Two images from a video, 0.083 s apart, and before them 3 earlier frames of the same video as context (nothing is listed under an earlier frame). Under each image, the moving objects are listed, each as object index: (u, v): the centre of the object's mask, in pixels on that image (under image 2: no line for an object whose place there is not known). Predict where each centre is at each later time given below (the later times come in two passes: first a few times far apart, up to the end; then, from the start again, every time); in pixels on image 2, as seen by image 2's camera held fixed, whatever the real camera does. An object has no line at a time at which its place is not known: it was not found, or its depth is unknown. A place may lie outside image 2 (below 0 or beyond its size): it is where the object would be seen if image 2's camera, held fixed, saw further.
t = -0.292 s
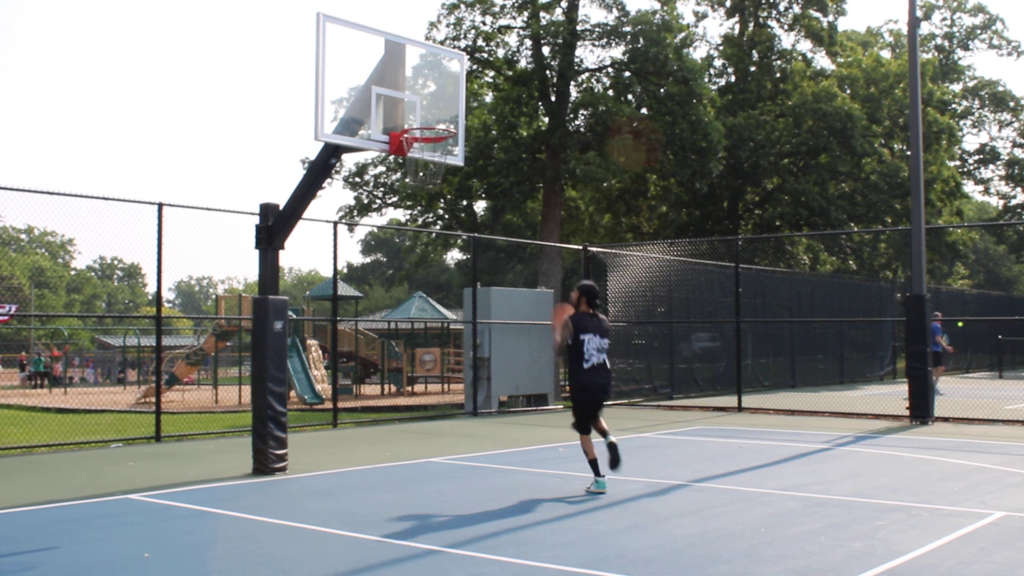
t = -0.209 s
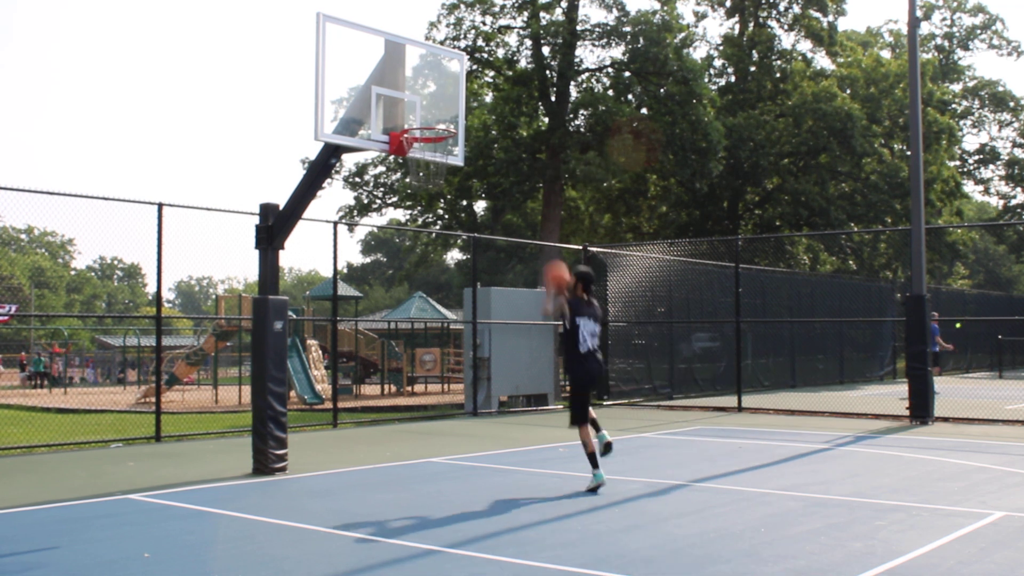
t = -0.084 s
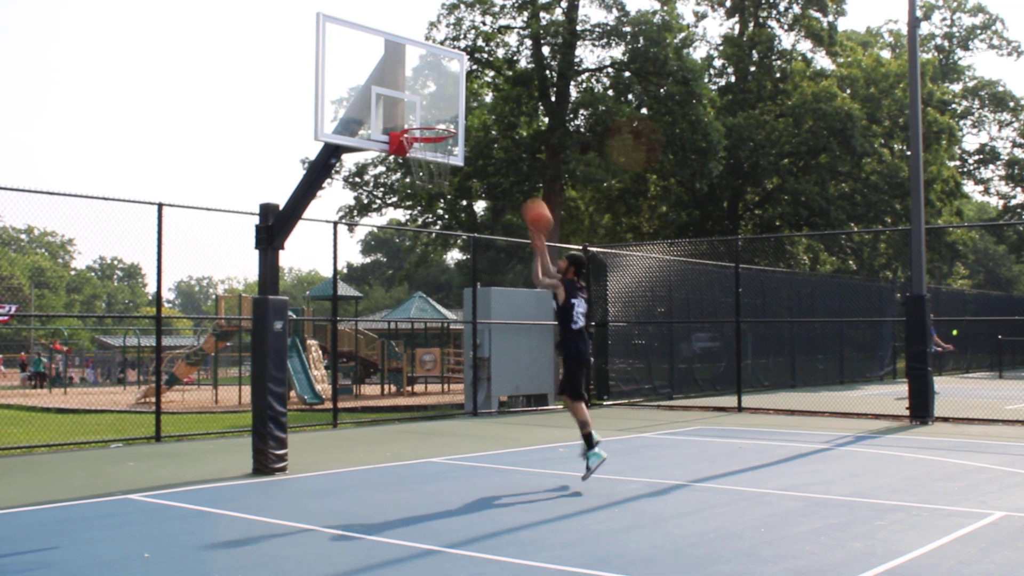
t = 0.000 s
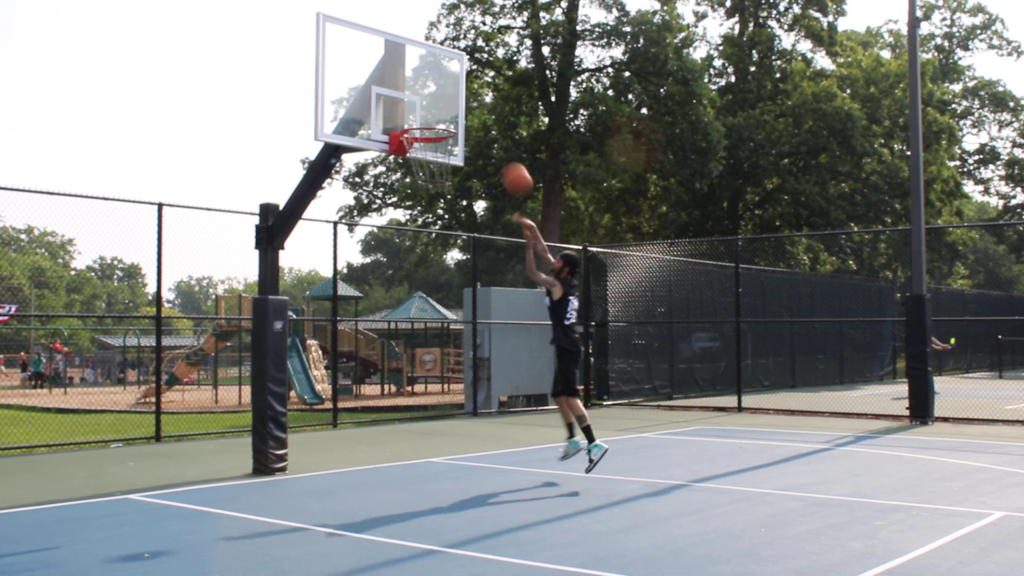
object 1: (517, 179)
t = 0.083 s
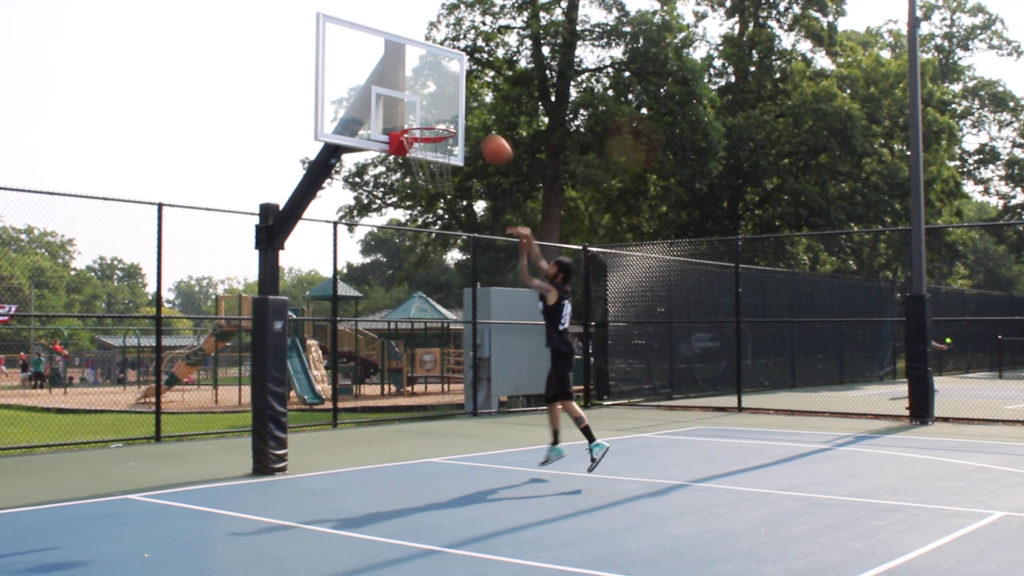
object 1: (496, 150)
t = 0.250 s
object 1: (456, 114)
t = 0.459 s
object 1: (426, 112)
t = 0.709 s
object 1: (426, 163)
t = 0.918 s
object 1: (432, 185)
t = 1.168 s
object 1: (441, 263)
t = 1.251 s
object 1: (445, 303)
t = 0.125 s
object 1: (486, 138)
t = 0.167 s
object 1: (477, 128)
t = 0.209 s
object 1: (466, 121)
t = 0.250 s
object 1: (456, 114)
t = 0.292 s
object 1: (445, 110)
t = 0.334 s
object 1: (434, 108)
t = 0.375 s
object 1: (426, 108)
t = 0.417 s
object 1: (425, 109)
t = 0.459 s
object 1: (426, 112)
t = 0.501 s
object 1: (426, 116)
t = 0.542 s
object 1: (425, 123)
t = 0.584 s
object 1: (425, 132)
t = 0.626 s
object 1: (425, 140)
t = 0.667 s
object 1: (426, 151)
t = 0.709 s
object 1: (426, 163)
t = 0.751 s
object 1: (426, 170)
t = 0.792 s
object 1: (427, 173)
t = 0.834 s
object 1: (429, 175)
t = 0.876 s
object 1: (430, 179)
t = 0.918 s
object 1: (432, 185)
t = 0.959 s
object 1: (433, 193)
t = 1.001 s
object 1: (435, 202)
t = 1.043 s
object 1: (437, 214)
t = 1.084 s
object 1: (439, 229)
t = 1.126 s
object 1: (440, 244)
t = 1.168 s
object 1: (441, 263)
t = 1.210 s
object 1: (443, 283)
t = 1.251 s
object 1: (445, 303)
